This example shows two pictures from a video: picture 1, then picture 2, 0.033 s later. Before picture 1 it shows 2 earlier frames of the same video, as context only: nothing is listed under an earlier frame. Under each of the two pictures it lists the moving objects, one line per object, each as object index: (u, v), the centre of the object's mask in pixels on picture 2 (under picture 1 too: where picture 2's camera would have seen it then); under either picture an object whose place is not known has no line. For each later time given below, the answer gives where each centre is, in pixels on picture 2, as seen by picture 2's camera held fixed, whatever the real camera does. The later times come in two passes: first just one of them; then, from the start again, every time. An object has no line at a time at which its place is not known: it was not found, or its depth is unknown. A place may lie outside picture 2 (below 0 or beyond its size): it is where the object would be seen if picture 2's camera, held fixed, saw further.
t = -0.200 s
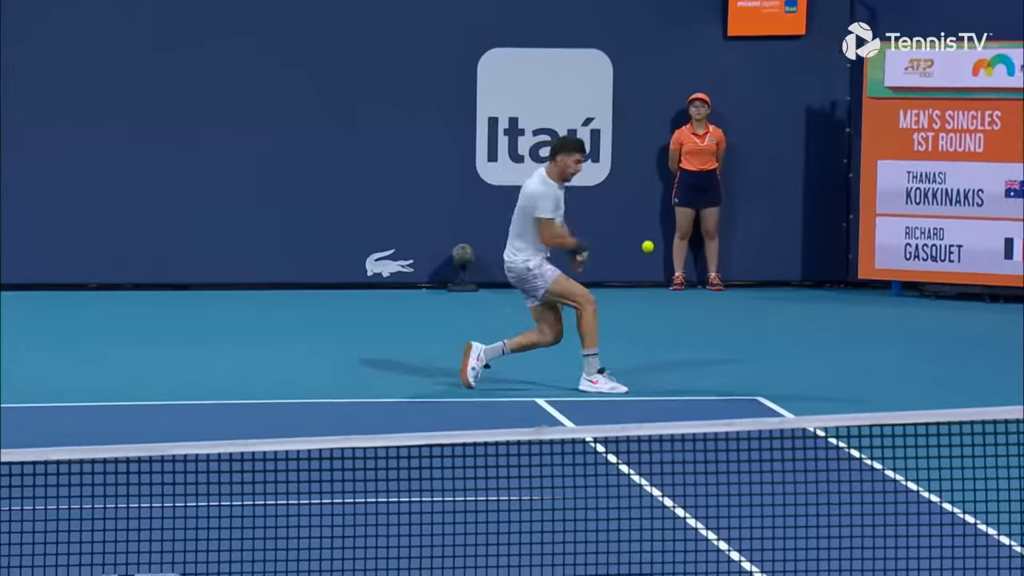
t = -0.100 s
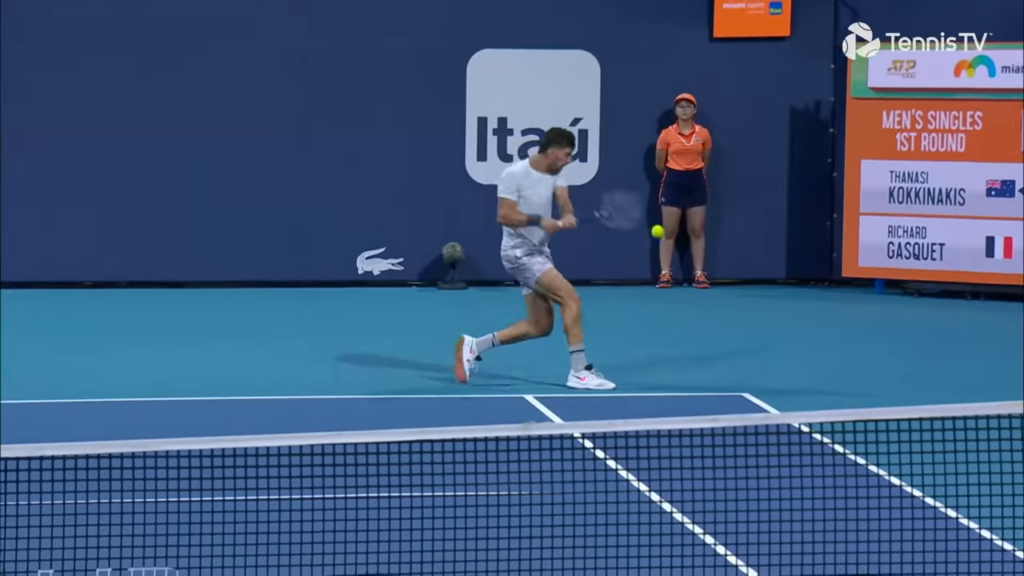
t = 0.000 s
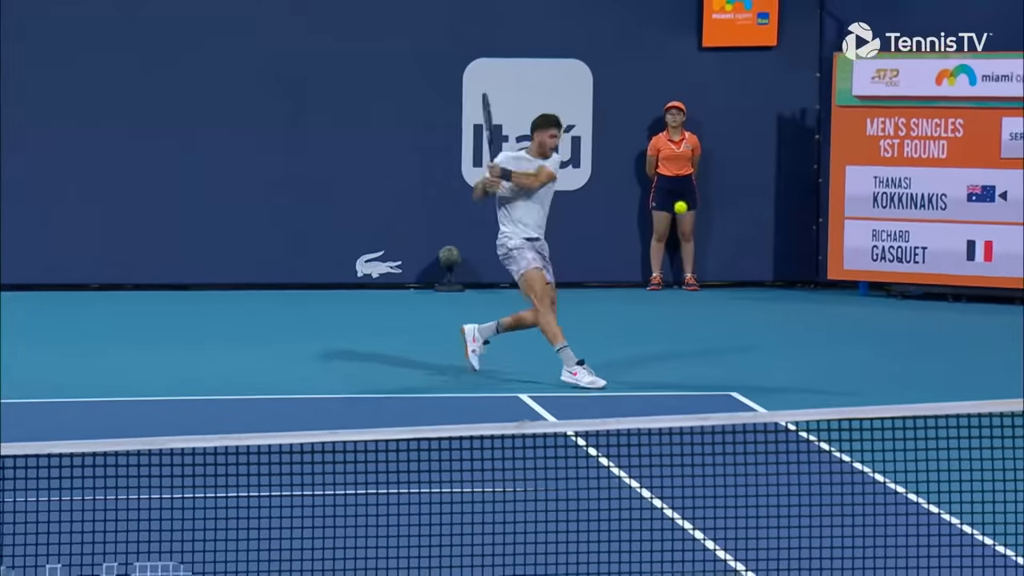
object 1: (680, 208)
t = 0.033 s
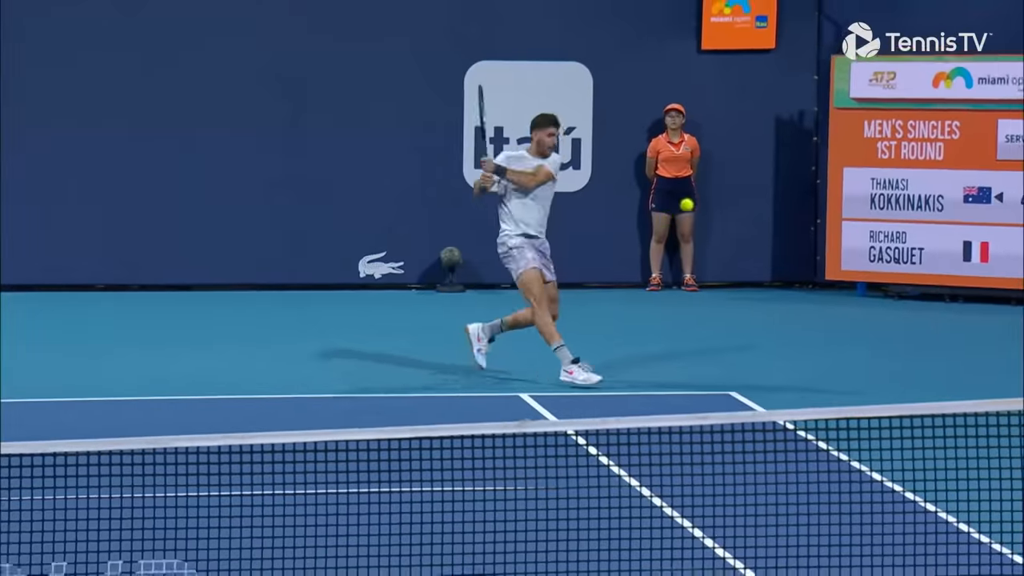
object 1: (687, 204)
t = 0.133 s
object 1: (722, 201)
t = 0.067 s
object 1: (700, 201)
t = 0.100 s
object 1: (707, 200)
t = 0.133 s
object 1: (722, 201)
